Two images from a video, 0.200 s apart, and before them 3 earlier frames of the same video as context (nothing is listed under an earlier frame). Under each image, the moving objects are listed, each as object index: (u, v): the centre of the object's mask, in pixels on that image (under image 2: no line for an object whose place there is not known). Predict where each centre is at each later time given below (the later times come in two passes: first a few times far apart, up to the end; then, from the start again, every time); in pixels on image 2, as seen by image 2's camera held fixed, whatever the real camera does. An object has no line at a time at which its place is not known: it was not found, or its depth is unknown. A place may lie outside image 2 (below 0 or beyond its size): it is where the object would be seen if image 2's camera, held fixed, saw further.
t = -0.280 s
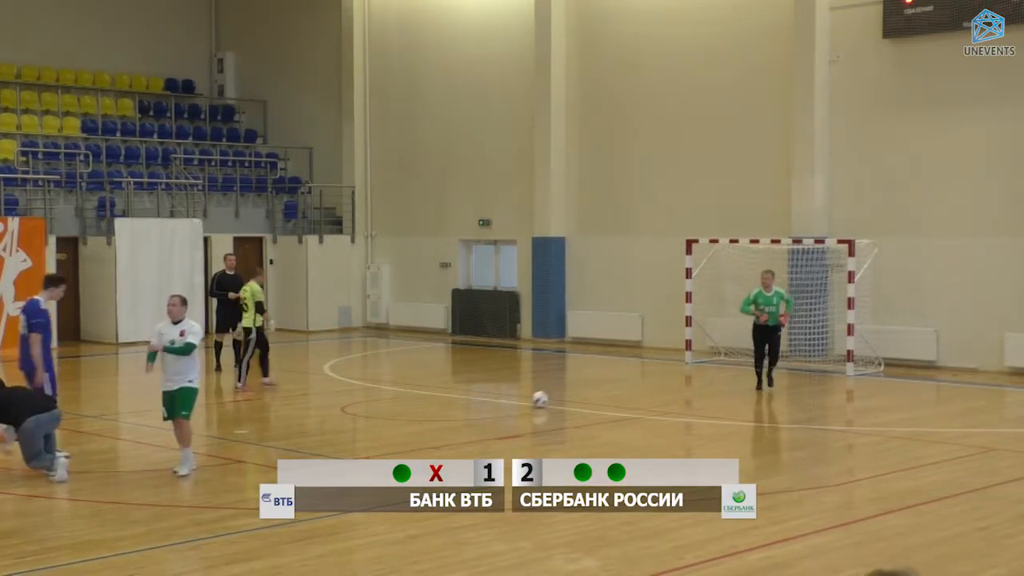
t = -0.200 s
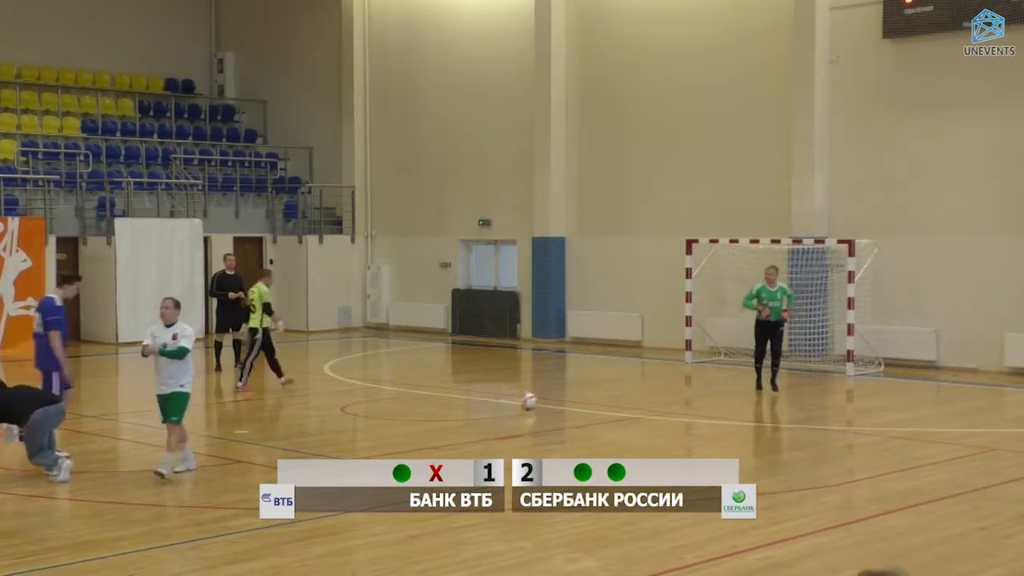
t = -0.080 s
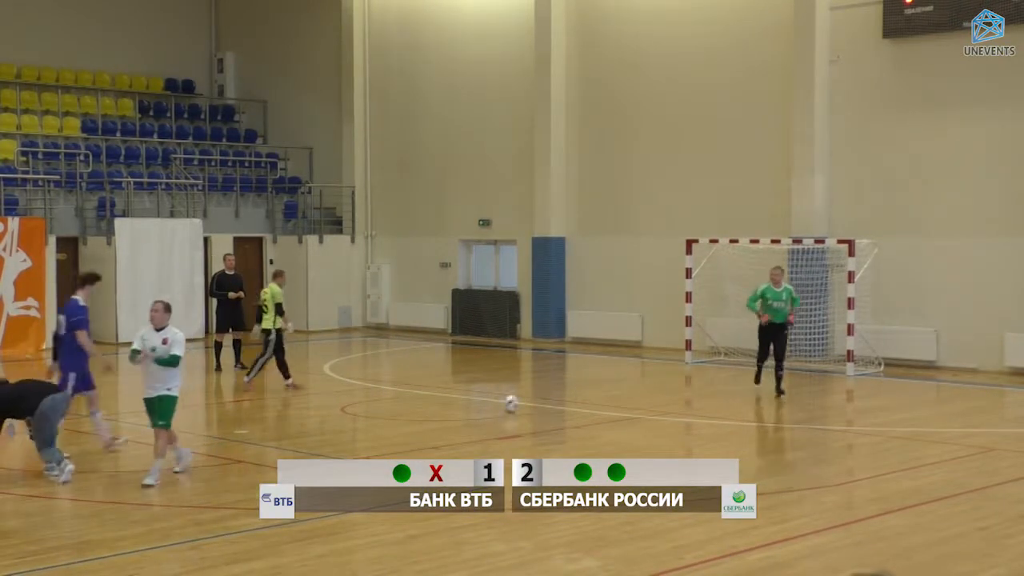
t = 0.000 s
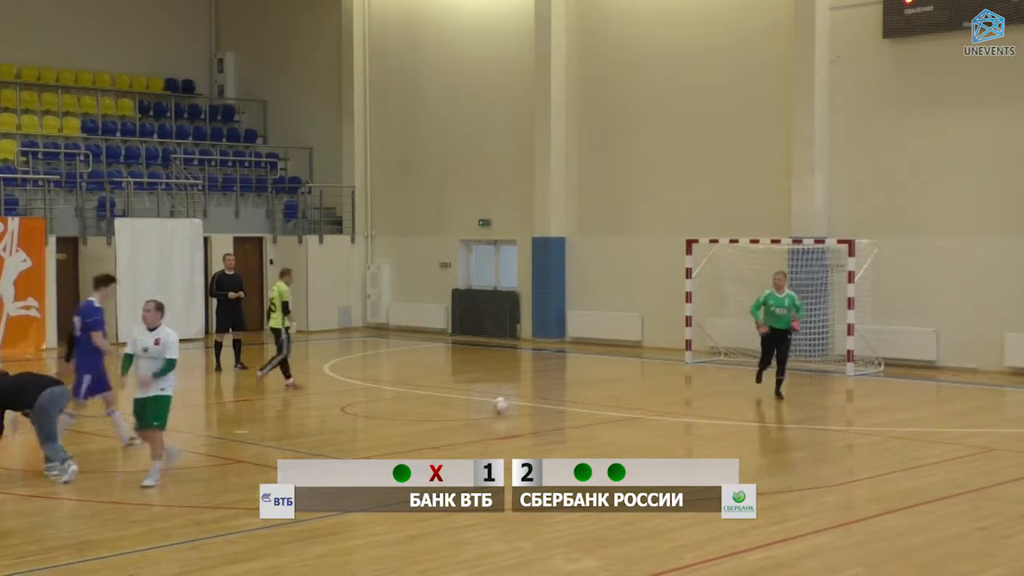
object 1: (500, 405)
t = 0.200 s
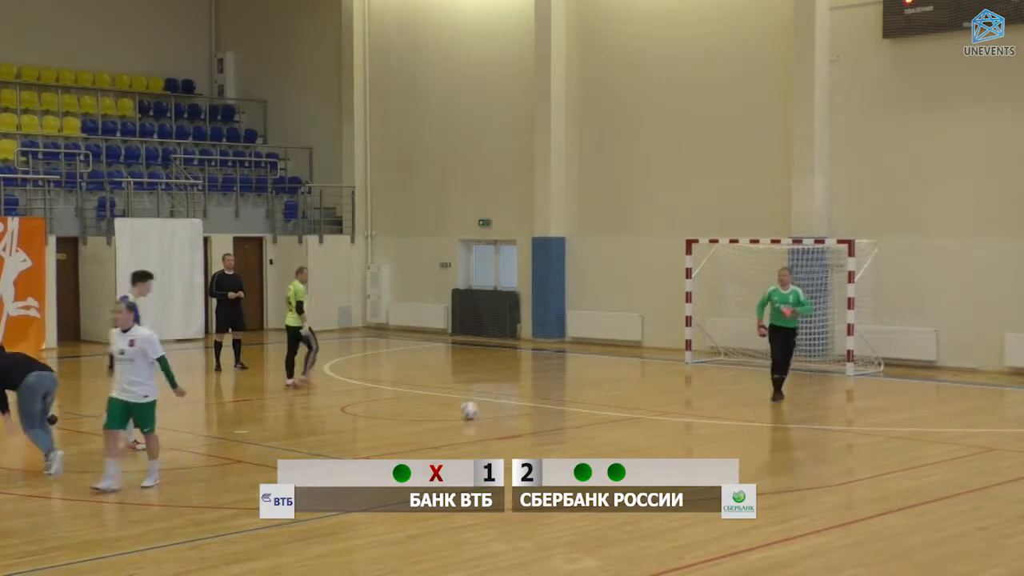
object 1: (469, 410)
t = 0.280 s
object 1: (458, 412)
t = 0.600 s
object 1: (404, 420)
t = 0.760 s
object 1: (376, 425)
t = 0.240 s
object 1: (464, 411)
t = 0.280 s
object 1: (458, 412)
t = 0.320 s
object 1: (451, 413)
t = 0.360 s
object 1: (443, 414)
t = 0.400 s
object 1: (438, 415)
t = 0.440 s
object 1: (430, 416)
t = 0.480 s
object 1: (425, 417)
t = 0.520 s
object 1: (418, 418)
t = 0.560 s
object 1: (411, 419)
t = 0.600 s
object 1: (404, 420)
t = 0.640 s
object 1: (398, 422)
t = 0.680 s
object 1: (390, 422)
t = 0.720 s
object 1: (384, 423)
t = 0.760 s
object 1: (376, 425)
